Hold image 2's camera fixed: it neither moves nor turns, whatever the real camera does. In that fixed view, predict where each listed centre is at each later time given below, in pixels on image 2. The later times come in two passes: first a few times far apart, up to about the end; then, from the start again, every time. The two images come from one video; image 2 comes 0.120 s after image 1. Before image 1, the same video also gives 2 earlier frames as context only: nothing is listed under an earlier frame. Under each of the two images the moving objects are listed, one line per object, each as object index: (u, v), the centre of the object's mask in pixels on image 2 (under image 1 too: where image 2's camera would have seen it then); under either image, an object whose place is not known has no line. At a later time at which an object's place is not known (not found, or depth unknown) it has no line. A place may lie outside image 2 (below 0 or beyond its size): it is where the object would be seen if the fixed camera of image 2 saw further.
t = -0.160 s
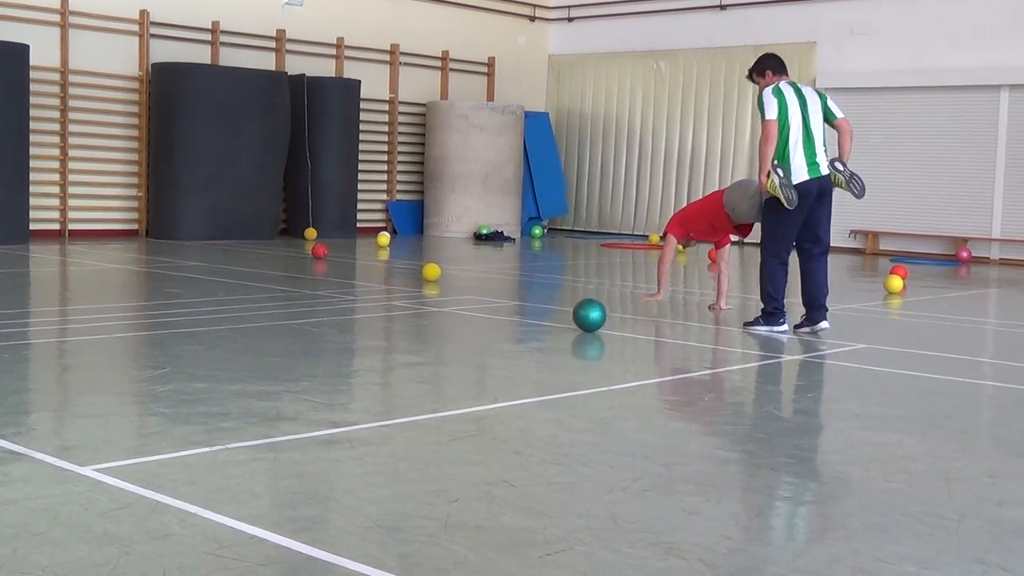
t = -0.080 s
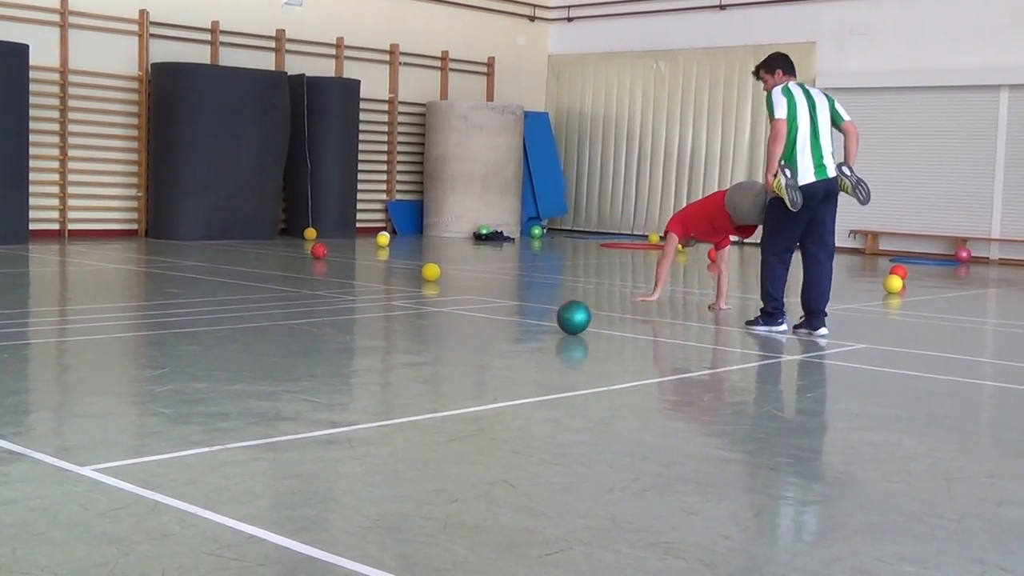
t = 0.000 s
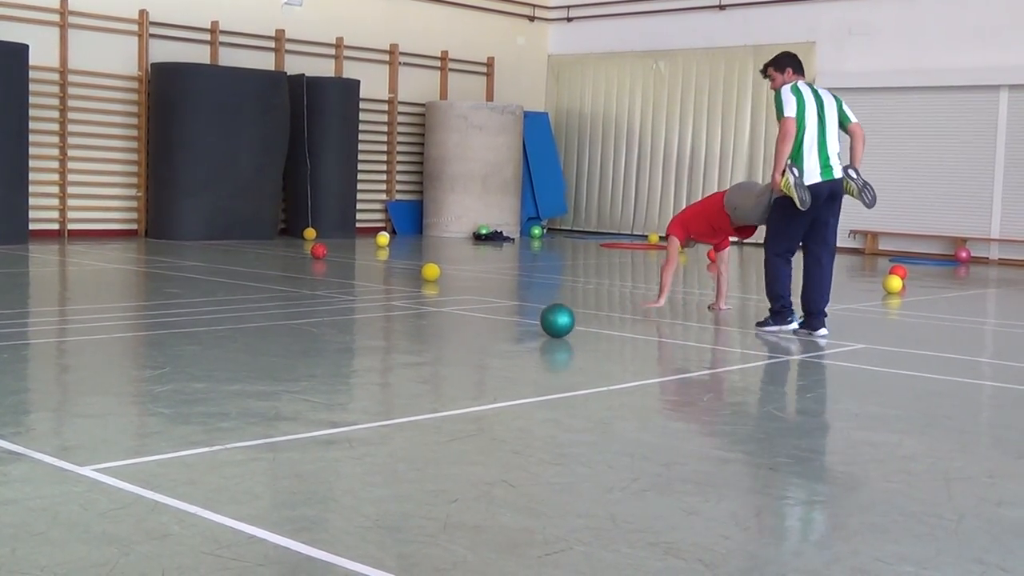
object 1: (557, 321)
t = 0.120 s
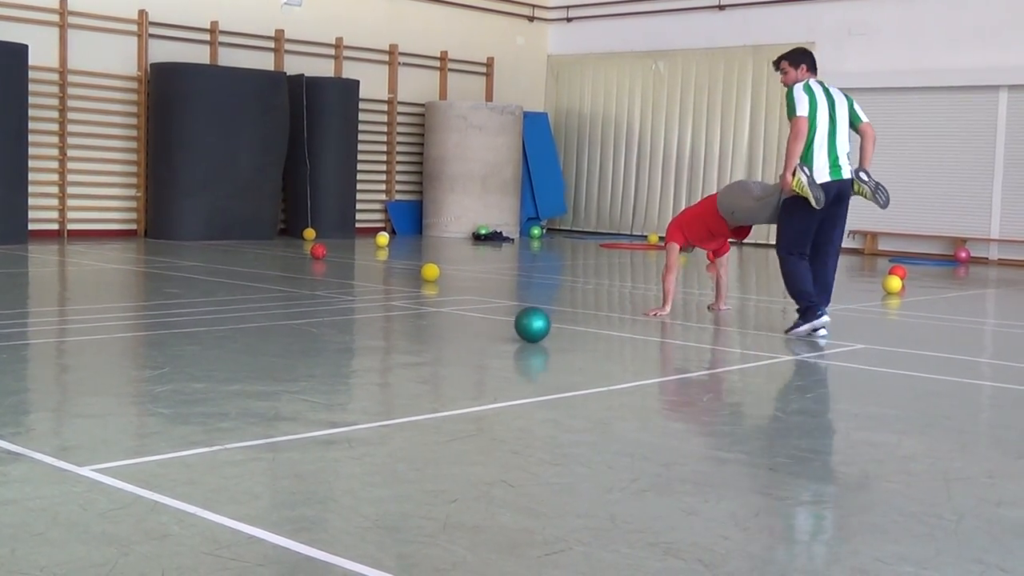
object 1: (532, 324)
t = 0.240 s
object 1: (507, 329)
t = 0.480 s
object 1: (454, 339)
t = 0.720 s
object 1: (395, 350)
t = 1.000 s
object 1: (319, 364)
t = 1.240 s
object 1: (246, 378)
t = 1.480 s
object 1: (162, 395)
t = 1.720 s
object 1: (67, 416)
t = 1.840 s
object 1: (22, 427)
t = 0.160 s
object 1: (524, 327)
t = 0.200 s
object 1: (516, 327)
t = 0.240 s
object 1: (507, 329)
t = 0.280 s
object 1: (499, 330)
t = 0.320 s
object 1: (490, 332)
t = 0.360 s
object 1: (481, 333)
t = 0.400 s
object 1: (472, 335)
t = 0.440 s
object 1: (463, 337)
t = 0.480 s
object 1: (454, 339)
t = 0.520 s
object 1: (445, 340)
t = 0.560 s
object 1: (435, 343)
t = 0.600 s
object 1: (425, 344)
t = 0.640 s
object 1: (415, 346)
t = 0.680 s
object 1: (405, 347)
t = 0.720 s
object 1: (395, 350)
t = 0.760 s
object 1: (385, 351)
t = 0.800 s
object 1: (375, 353)
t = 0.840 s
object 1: (364, 355)
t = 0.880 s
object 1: (353, 357)
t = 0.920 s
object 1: (342, 359)
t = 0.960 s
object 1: (331, 361)
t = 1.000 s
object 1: (319, 364)
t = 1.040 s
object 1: (308, 366)
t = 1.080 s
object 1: (296, 368)
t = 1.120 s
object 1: (284, 370)
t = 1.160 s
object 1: (271, 373)
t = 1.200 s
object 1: (259, 376)
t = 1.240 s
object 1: (246, 378)
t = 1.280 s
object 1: (232, 381)
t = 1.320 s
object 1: (219, 384)
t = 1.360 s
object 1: (206, 386)
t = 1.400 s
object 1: (192, 389)
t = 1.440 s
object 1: (178, 392)
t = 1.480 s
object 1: (162, 395)
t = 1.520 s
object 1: (147, 398)
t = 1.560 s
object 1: (132, 401)
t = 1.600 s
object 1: (116, 405)
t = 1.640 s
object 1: (100, 409)
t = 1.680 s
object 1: (84, 412)
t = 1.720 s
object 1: (67, 416)
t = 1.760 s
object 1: (49, 420)
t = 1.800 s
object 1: (32, 424)
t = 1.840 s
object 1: (22, 427)
